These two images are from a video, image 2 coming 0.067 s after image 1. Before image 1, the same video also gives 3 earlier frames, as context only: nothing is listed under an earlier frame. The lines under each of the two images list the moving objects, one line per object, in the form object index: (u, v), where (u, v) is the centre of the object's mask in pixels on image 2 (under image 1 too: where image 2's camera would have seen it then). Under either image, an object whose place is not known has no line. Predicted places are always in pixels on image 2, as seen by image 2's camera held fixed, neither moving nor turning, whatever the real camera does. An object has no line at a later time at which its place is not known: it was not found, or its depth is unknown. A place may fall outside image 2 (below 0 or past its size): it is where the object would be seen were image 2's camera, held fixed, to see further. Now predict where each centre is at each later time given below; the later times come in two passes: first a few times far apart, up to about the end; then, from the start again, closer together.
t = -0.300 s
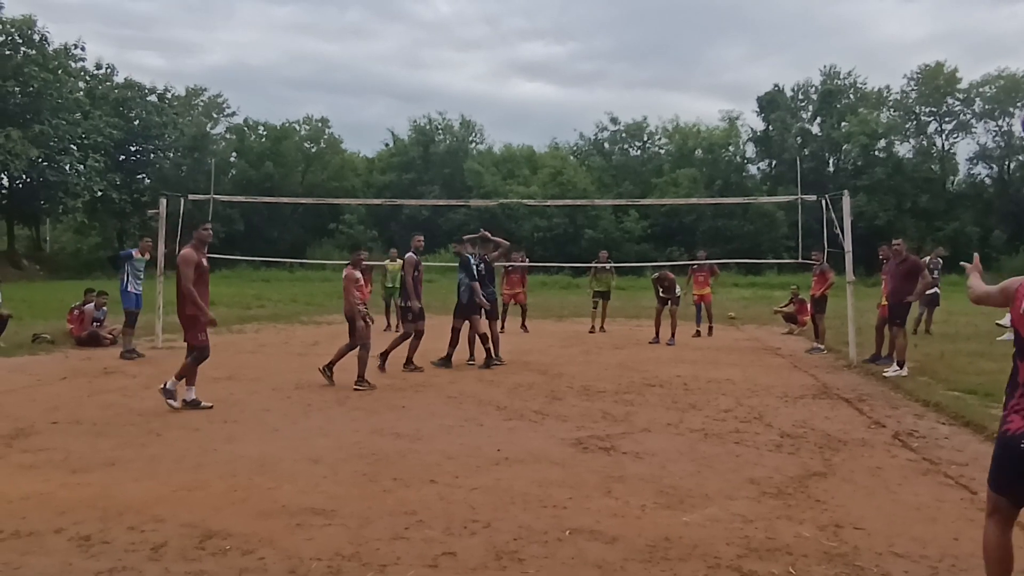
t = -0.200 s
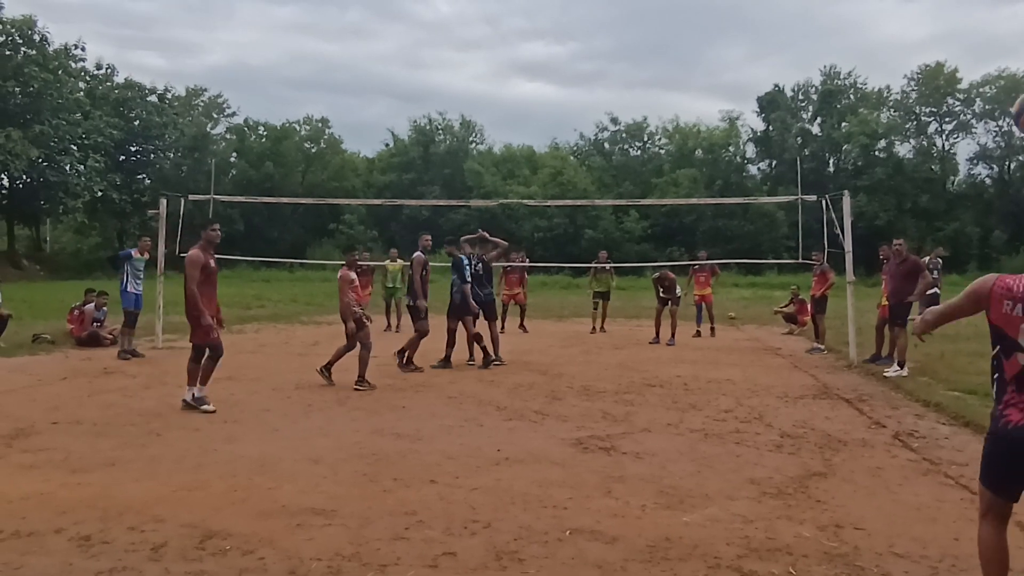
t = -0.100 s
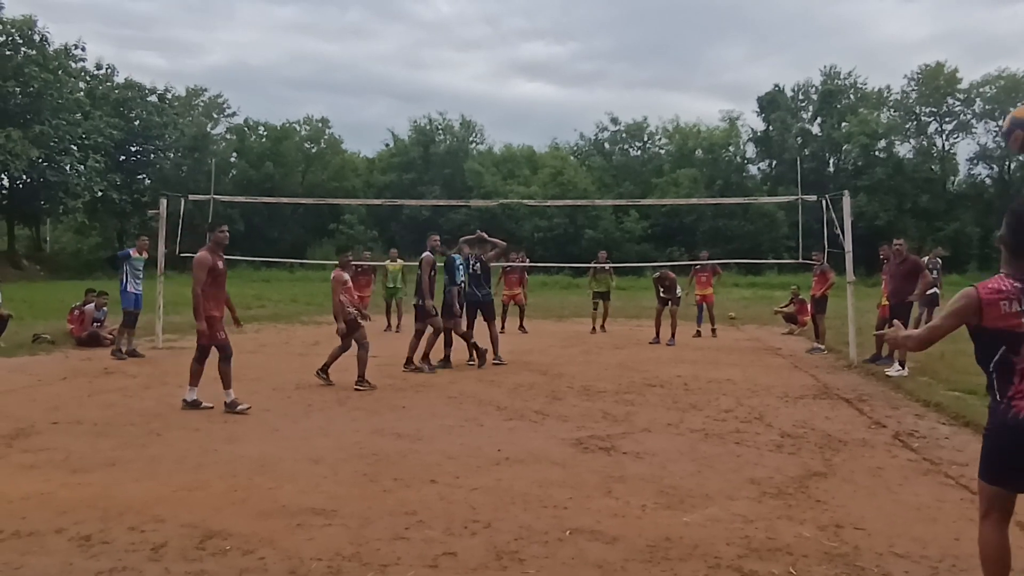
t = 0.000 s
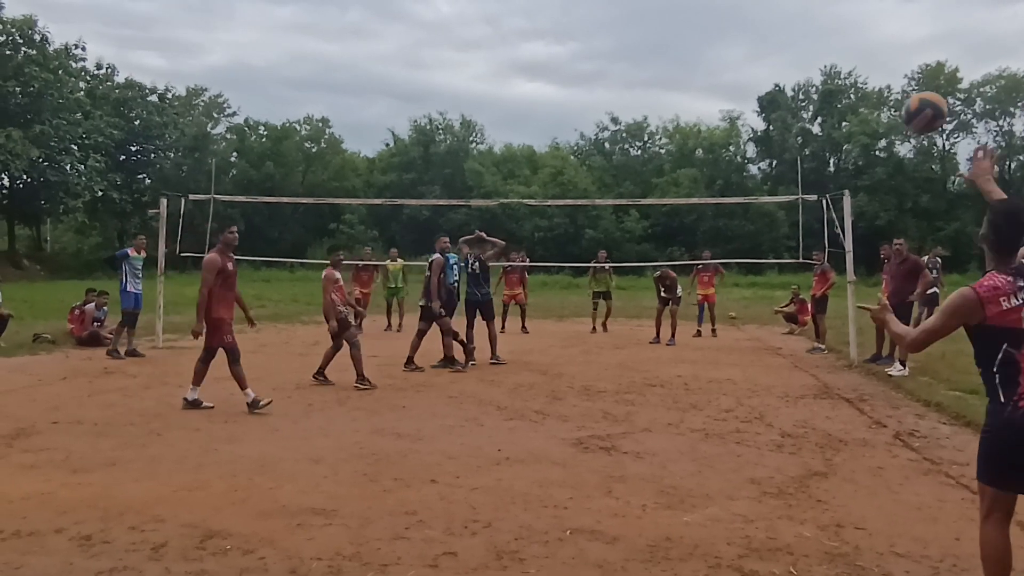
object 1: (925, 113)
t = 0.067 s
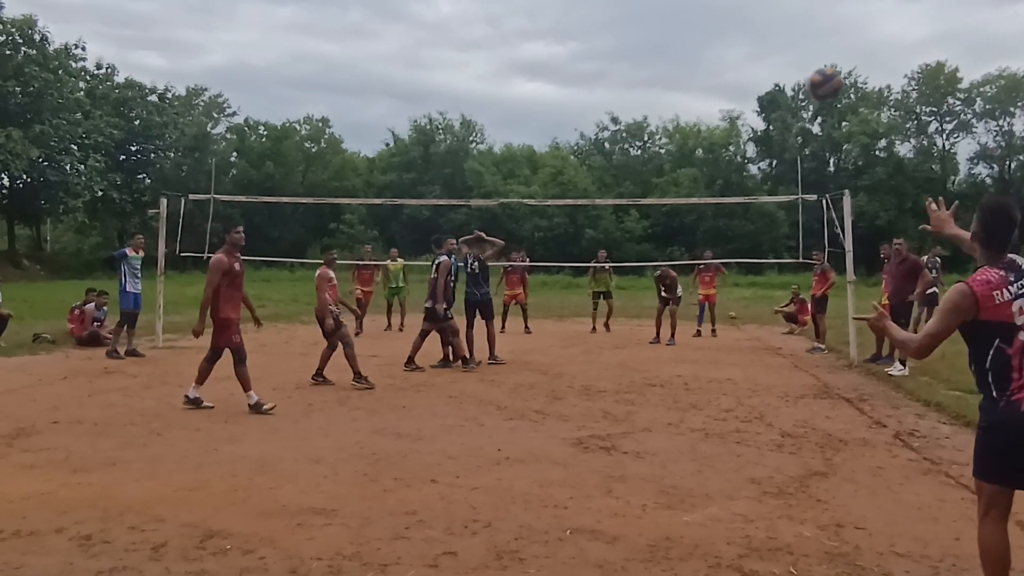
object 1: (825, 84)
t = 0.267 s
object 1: (656, 66)
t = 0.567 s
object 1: (534, 105)
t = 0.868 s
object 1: (467, 167)
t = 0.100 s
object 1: (787, 76)
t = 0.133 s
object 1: (754, 70)
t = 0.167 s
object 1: (725, 66)
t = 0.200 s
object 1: (699, 65)
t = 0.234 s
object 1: (677, 65)
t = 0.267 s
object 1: (656, 66)
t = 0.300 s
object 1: (637, 68)
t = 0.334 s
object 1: (621, 71)
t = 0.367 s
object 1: (605, 75)
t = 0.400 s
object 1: (591, 79)
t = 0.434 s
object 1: (578, 83)
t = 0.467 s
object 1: (566, 88)
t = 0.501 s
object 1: (554, 93)
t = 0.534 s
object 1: (544, 98)
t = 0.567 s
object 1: (534, 105)
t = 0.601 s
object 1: (525, 111)
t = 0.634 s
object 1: (516, 118)
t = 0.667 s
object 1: (508, 125)
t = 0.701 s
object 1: (500, 132)
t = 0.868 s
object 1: (467, 167)
